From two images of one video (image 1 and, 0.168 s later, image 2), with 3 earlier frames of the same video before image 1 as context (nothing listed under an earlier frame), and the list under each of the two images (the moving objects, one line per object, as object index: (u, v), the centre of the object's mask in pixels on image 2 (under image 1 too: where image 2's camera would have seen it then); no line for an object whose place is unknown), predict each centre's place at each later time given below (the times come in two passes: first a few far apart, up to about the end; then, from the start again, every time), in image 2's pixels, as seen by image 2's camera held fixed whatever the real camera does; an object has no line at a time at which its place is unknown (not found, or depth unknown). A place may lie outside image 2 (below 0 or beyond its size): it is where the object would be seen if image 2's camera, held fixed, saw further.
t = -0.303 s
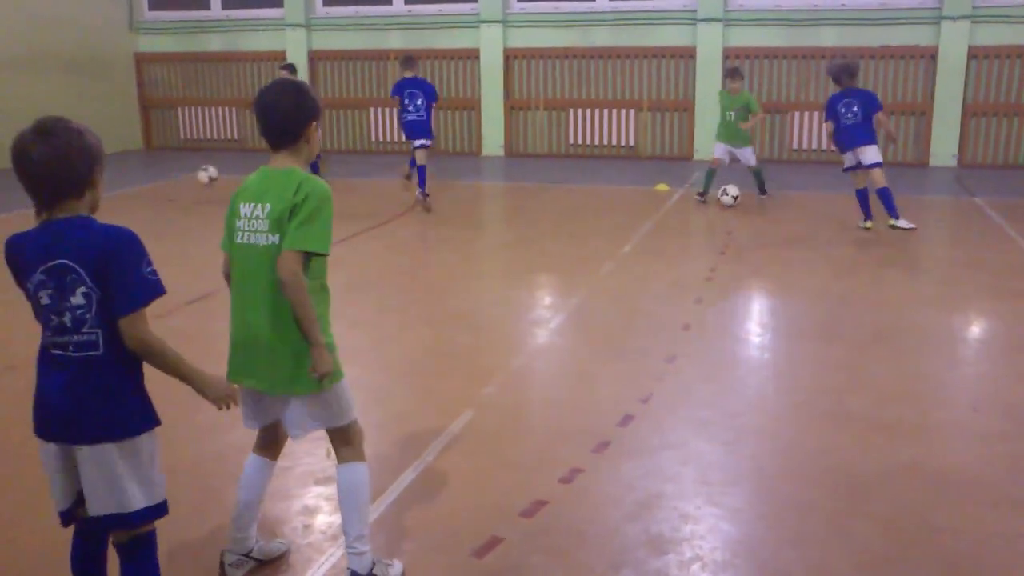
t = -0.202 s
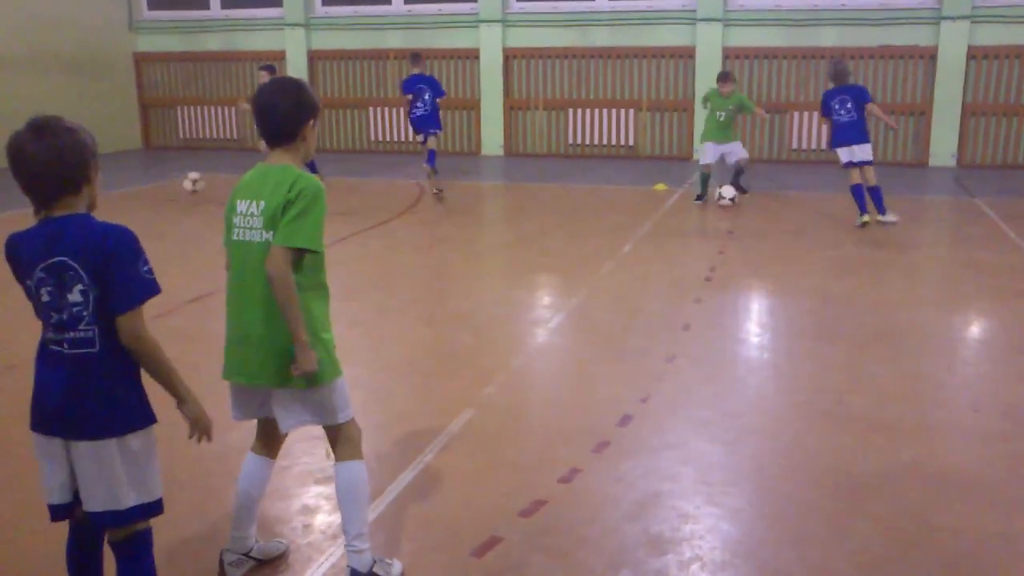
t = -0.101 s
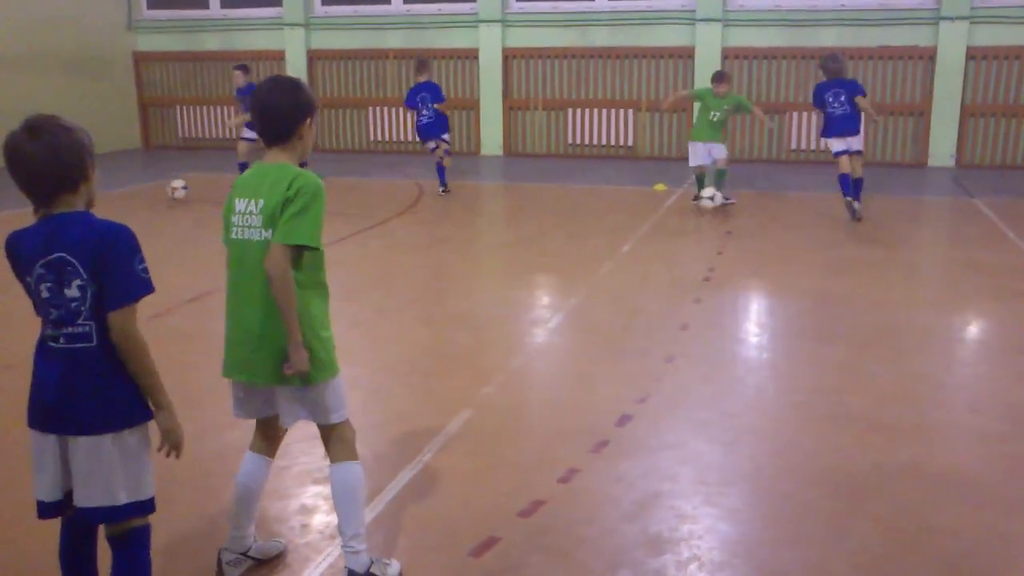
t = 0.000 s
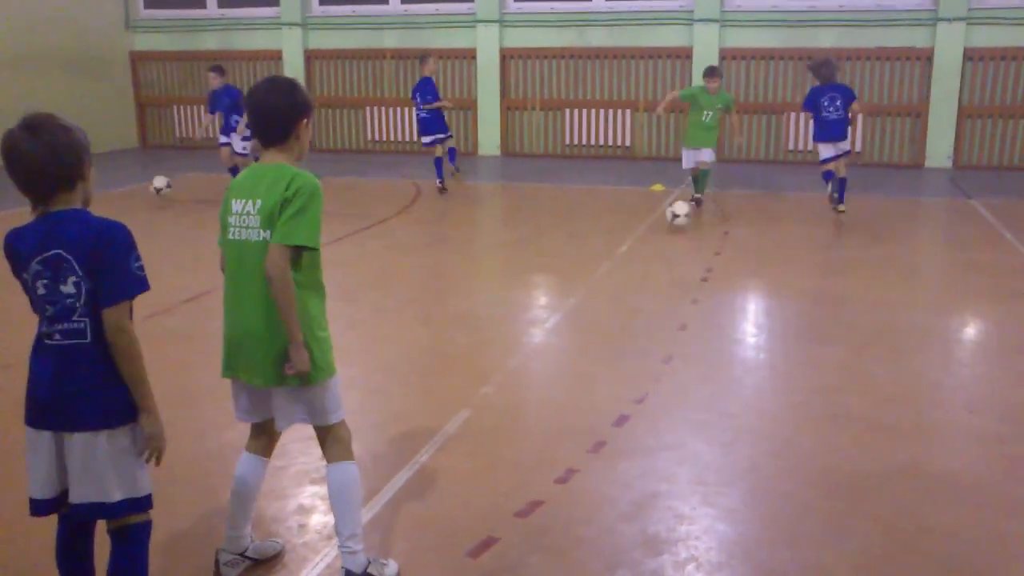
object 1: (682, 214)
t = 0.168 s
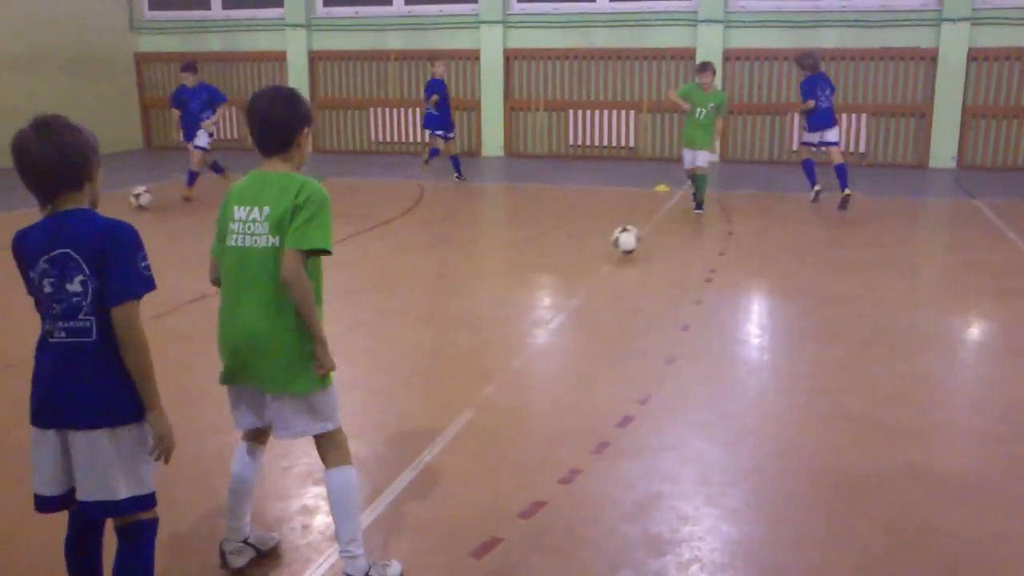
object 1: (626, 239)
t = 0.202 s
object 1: (613, 247)
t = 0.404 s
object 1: (533, 282)
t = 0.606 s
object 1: (437, 327)
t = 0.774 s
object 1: (348, 368)
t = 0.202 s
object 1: (613, 247)
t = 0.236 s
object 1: (601, 254)
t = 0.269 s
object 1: (588, 257)
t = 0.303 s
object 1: (574, 264)
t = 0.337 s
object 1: (562, 272)
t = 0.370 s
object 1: (547, 276)
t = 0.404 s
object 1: (533, 282)
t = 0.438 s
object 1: (517, 291)
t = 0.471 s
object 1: (502, 301)
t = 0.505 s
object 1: (487, 306)
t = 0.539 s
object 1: (472, 315)
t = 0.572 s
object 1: (456, 323)
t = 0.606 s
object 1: (437, 327)
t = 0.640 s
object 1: (422, 337)
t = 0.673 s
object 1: (406, 344)
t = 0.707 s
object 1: (387, 351)
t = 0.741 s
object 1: (368, 359)
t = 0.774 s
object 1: (348, 368)
